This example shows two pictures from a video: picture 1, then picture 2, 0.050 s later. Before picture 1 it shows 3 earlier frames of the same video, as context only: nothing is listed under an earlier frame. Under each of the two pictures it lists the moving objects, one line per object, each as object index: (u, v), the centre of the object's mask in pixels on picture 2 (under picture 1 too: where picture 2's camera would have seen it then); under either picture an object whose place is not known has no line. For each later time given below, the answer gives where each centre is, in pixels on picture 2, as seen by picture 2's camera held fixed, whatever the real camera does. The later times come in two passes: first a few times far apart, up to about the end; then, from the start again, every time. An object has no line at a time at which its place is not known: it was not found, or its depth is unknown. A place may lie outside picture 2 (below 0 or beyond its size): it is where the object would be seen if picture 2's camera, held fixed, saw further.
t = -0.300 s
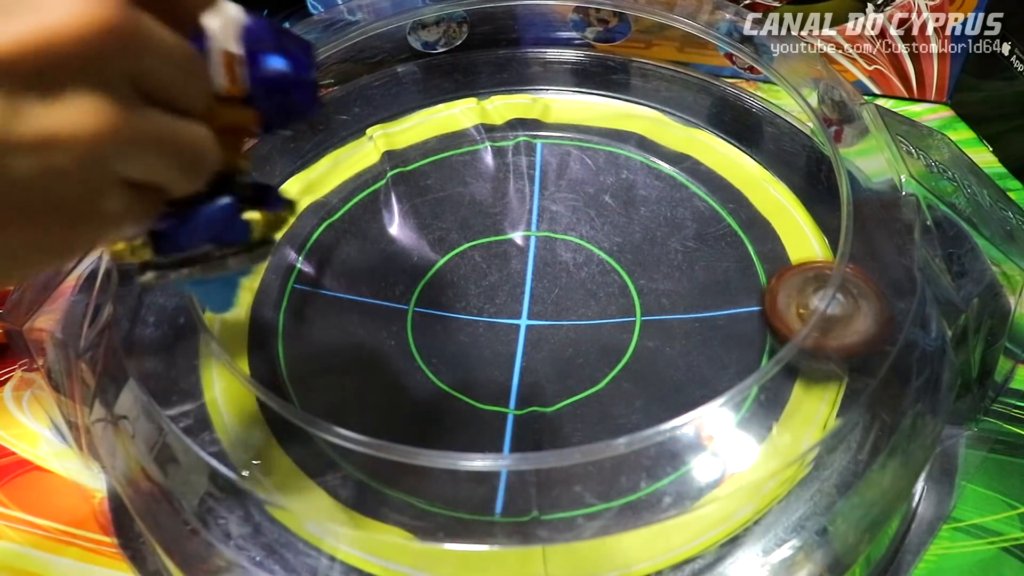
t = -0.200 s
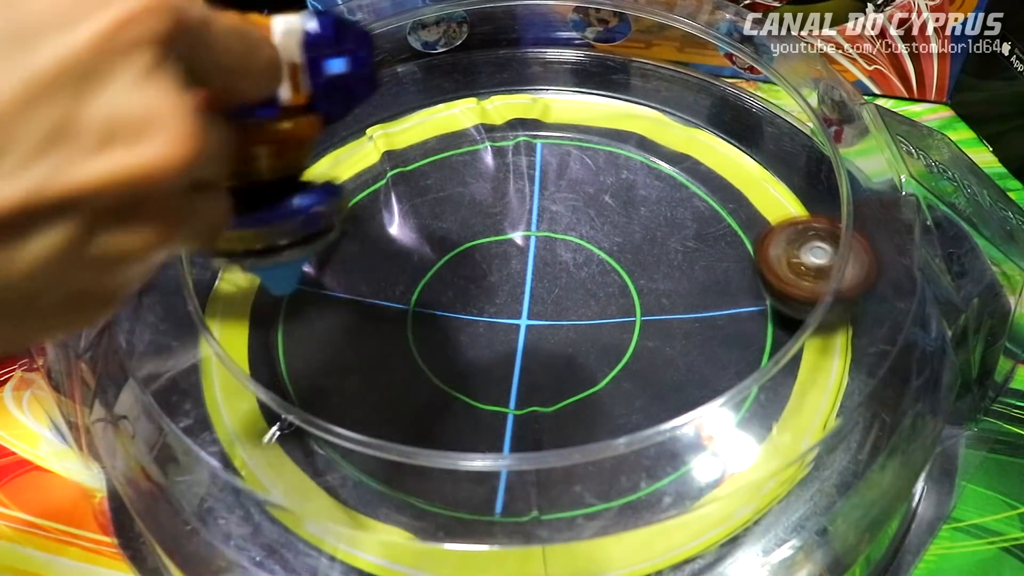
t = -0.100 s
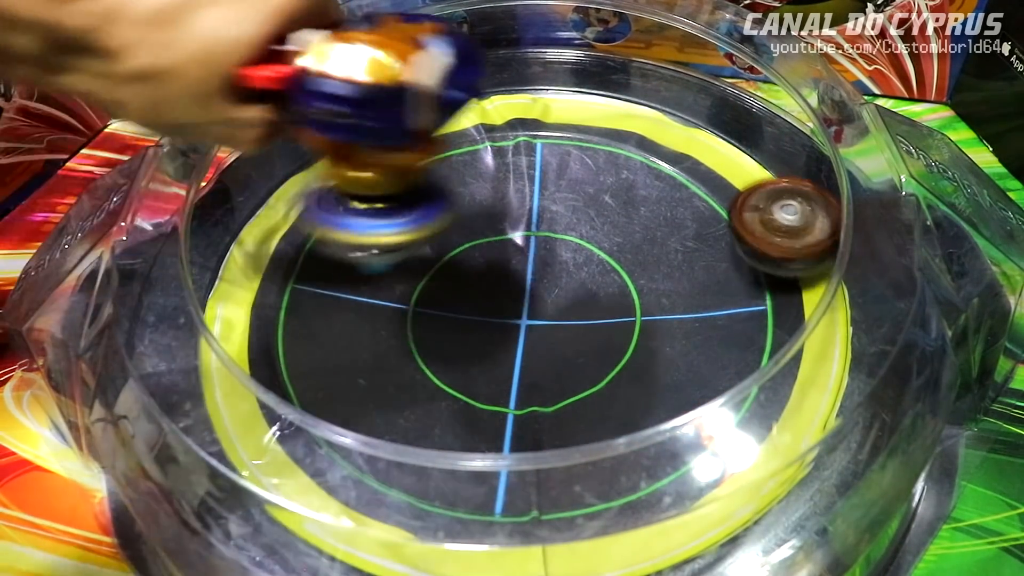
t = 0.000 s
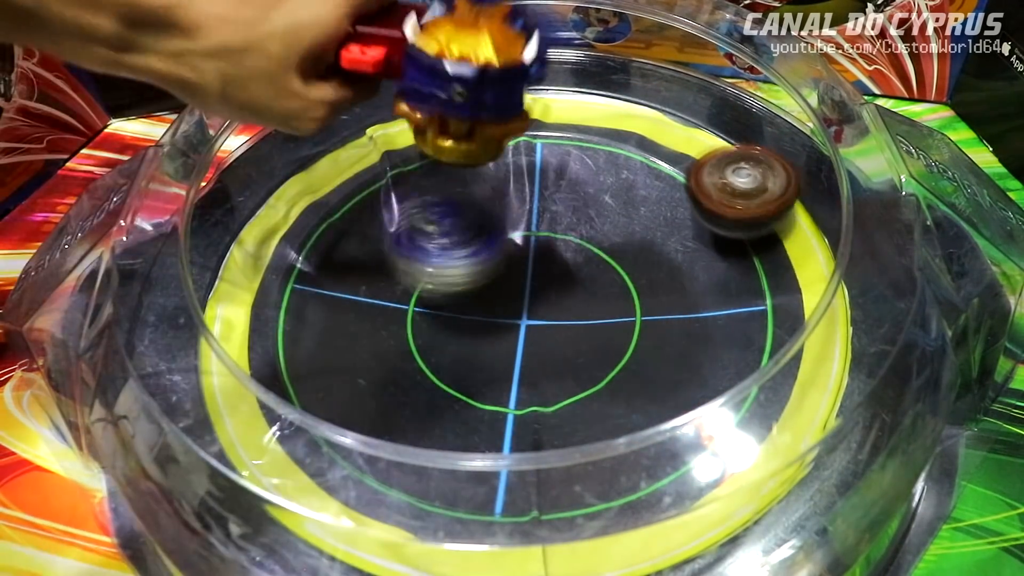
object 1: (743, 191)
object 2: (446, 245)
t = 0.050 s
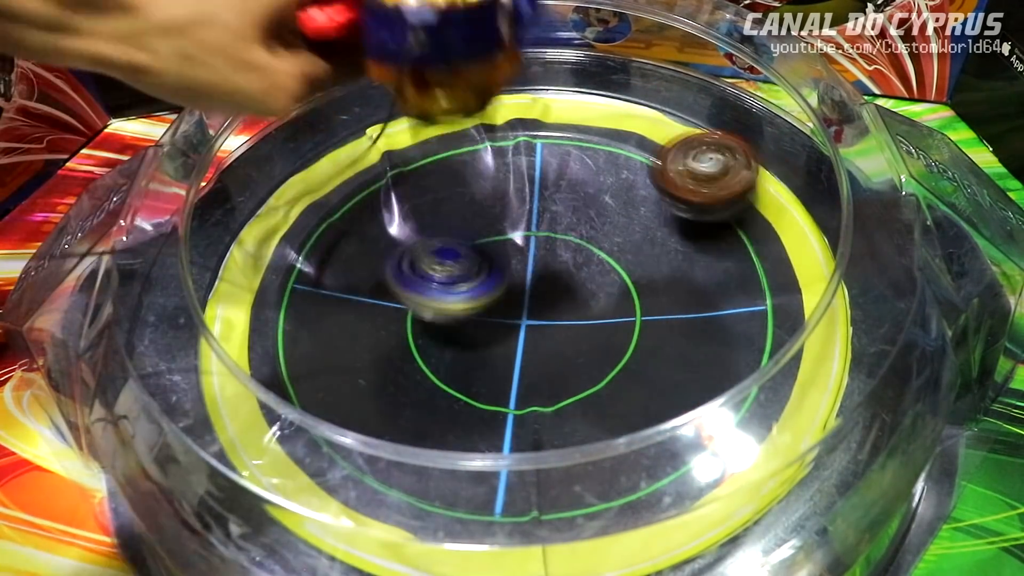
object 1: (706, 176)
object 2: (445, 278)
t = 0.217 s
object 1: (488, 161)
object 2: (480, 284)
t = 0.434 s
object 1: (211, 327)
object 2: (515, 266)
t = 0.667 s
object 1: (311, 507)
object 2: (467, 242)
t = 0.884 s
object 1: (622, 451)
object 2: (374, 289)
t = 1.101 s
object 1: (728, 203)
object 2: (528, 364)
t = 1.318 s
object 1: (537, 56)
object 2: (696, 186)
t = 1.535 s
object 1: (361, 120)
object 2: (601, 50)
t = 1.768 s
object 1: (273, 218)
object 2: (438, 56)
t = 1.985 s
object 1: (288, 340)
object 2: (312, 105)
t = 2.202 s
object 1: (612, 392)
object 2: (238, 240)
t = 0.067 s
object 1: (691, 172)
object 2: (448, 268)
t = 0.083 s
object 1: (674, 168)
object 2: (449, 262)
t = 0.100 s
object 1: (655, 163)
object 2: (452, 262)
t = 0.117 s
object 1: (635, 161)
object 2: (456, 265)
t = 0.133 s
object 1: (614, 159)
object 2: (461, 272)
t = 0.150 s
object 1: (591, 157)
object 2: (465, 281)
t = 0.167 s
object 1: (565, 154)
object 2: (469, 293)
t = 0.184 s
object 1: (541, 156)
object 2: (473, 292)
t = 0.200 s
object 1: (515, 158)
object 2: (475, 287)
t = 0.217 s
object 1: (488, 161)
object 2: (480, 284)
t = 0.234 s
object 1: (460, 165)
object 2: (486, 285)
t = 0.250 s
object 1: (434, 172)
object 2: (490, 289)
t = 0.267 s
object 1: (407, 179)
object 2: (493, 287)
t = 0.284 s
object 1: (380, 188)
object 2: (496, 283)
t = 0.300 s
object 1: (355, 199)
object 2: (500, 280)
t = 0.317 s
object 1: (333, 212)
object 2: (503, 281)
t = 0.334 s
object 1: (312, 222)
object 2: (507, 282)
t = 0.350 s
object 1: (292, 236)
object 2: (509, 275)
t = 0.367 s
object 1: (272, 252)
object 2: (511, 272)
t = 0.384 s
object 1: (255, 269)
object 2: (513, 272)
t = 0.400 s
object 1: (243, 289)
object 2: (514, 272)
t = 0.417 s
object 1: (225, 305)
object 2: (515, 269)
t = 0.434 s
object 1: (211, 327)
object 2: (515, 266)
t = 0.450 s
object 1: (198, 340)
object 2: (513, 262)
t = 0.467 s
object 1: (193, 354)
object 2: (512, 260)
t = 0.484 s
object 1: (191, 367)
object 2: (511, 258)
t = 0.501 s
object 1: (196, 385)
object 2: (508, 254)
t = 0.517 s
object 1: (184, 409)
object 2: (506, 252)
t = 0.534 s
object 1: (191, 426)
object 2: (503, 249)
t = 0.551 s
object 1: (195, 445)
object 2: (500, 249)
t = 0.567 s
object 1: (207, 459)
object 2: (496, 247)
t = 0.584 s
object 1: (220, 469)
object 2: (491, 244)
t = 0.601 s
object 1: (237, 482)
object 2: (487, 244)
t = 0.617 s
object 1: (254, 491)
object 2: (483, 243)
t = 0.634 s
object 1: (274, 498)
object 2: (478, 242)
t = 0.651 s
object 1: (291, 503)
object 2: (473, 242)
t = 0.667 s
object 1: (311, 507)
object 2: (467, 242)
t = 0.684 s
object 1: (335, 515)
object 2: (460, 241)
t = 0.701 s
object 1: (367, 515)
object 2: (455, 243)
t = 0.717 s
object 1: (396, 513)
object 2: (449, 244)
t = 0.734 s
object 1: (422, 506)
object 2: (444, 247)
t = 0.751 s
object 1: (444, 512)
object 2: (438, 250)
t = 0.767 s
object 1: (469, 509)
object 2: (431, 255)
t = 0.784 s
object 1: (493, 493)
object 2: (424, 260)
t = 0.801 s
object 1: (516, 490)
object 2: (417, 264)
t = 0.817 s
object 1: (541, 486)
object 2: (410, 266)
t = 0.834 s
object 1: (565, 478)
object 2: (401, 273)
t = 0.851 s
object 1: (582, 468)
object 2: (392, 276)
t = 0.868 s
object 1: (602, 459)
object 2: (382, 282)
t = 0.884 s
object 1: (622, 451)
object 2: (374, 289)
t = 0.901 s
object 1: (635, 435)
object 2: (369, 297)
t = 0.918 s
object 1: (654, 414)
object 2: (366, 306)
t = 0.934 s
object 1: (670, 389)
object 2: (366, 316)
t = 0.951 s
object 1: (687, 375)
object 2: (369, 325)
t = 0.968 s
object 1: (703, 361)
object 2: (376, 336)
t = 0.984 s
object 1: (719, 344)
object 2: (386, 345)
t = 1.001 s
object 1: (733, 327)
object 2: (401, 354)
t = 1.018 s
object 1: (741, 310)
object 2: (415, 361)
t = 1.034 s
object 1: (744, 289)
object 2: (437, 367)
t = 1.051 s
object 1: (743, 264)
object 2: (456, 370)
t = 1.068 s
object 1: (740, 244)
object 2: (480, 370)
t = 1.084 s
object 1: (737, 225)
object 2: (505, 367)
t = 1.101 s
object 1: (728, 203)
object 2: (528, 364)
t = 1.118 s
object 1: (716, 181)
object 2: (550, 356)
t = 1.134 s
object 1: (703, 165)
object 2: (576, 348)
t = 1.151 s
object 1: (689, 148)
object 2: (594, 334)
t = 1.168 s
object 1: (672, 131)
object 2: (615, 324)
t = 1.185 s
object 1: (655, 118)
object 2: (634, 308)
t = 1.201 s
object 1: (639, 105)
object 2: (652, 292)
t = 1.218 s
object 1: (624, 96)
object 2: (662, 273)
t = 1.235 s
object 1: (611, 81)
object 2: (673, 259)
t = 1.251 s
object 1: (597, 75)
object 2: (681, 247)
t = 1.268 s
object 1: (584, 70)
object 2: (689, 227)
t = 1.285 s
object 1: (569, 62)
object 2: (694, 213)
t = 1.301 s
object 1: (552, 59)
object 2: (695, 201)
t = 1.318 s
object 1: (537, 56)
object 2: (696, 186)
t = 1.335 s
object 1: (520, 59)
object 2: (696, 174)
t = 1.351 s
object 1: (504, 66)
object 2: (696, 155)
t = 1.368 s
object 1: (488, 69)
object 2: (691, 140)
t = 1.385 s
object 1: (474, 73)
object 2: (686, 129)
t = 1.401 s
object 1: (458, 78)
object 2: (678, 119)
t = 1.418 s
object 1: (442, 82)
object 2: (670, 112)
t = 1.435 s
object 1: (429, 87)
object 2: (662, 101)
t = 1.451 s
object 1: (416, 90)
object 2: (653, 92)
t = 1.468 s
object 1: (405, 96)
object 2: (646, 79)
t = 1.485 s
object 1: (393, 103)
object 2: (638, 69)
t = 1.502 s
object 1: (380, 107)
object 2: (626, 61)
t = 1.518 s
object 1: (370, 113)
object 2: (613, 53)
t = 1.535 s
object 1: (361, 120)
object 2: (601, 50)
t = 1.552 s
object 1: (353, 123)
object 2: (589, 50)
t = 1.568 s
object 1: (342, 132)
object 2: (575, 48)
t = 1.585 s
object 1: (333, 138)
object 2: (561, 48)
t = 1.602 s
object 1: (325, 142)
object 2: (548, 50)
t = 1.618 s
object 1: (321, 154)
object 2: (534, 50)
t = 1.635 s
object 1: (312, 159)
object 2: (521, 51)
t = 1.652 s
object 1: (306, 166)
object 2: (508, 51)
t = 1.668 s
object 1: (301, 173)
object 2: (498, 48)
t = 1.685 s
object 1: (296, 181)
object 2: (487, 48)
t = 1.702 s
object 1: (290, 188)
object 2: (477, 50)
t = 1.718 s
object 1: (284, 195)
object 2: (467, 53)
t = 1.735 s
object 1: (279, 203)
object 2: (456, 52)
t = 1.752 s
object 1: (276, 210)
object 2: (447, 56)
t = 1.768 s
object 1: (273, 218)
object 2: (438, 56)
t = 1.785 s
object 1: (269, 227)
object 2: (428, 59)
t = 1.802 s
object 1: (266, 234)
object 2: (418, 61)
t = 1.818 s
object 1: (263, 243)
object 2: (407, 65)
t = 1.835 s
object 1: (261, 251)
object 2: (396, 68)
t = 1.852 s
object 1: (258, 261)
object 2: (385, 70)
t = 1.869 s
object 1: (257, 270)
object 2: (376, 74)
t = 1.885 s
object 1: (259, 279)
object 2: (367, 77)
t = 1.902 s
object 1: (260, 288)
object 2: (358, 81)
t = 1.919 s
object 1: (261, 299)
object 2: (349, 85)
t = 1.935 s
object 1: (265, 308)
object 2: (340, 89)
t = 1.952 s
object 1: (271, 320)
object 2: (330, 94)
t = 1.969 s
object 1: (279, 331)
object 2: (322, 99)
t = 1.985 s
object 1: (288, 340)
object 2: (312, 105)
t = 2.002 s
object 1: (304, 353)
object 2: (304, 112)
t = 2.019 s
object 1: (318, 363)
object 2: (297, 120)
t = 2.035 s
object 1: (336, 373)
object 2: (289, 127)
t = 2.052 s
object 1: (356, 384)
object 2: (281, 135)
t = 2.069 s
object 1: (379, 394)
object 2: (275, 143)
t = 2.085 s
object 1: (407, 402)
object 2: (268, 152)
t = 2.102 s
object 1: (431, 406)
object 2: (261, 161)
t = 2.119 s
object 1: (458, 410)
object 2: (255, 171)
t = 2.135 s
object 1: (493, 413)
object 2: (249, 186)
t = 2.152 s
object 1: (521, 411)
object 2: (245, 200)
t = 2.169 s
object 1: (552, 408)
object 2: (240, 214)
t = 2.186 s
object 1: (581, 402)
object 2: (238, 226)
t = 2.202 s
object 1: (612, 392)
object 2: (238, 240)
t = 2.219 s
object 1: (637, 382)
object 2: (239, 254)
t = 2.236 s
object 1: (661, 371)
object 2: (243, 271)
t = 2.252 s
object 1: (685, 356)
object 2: (248, 284)
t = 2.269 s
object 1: (702, 340)
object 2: (253, 296)
